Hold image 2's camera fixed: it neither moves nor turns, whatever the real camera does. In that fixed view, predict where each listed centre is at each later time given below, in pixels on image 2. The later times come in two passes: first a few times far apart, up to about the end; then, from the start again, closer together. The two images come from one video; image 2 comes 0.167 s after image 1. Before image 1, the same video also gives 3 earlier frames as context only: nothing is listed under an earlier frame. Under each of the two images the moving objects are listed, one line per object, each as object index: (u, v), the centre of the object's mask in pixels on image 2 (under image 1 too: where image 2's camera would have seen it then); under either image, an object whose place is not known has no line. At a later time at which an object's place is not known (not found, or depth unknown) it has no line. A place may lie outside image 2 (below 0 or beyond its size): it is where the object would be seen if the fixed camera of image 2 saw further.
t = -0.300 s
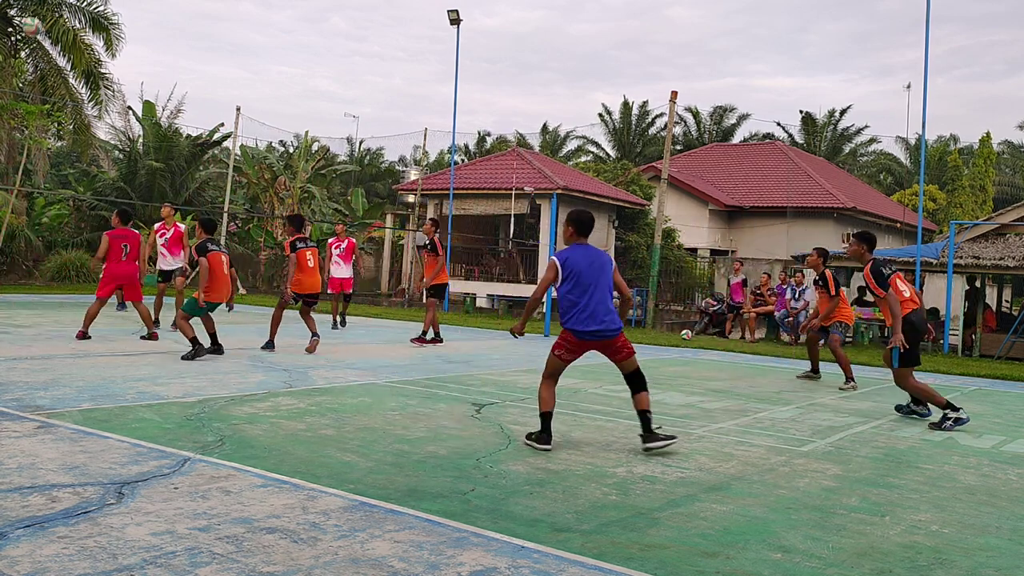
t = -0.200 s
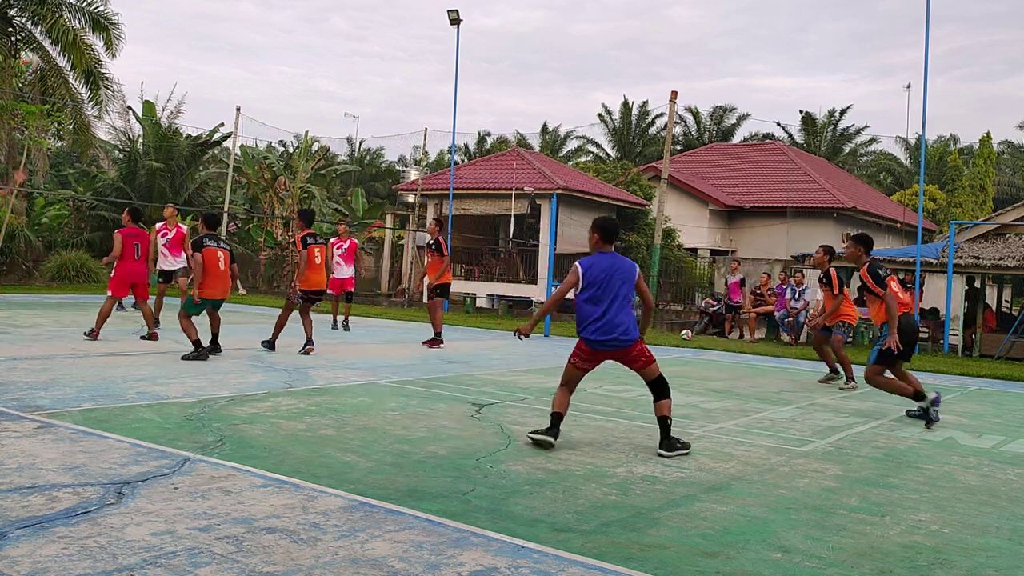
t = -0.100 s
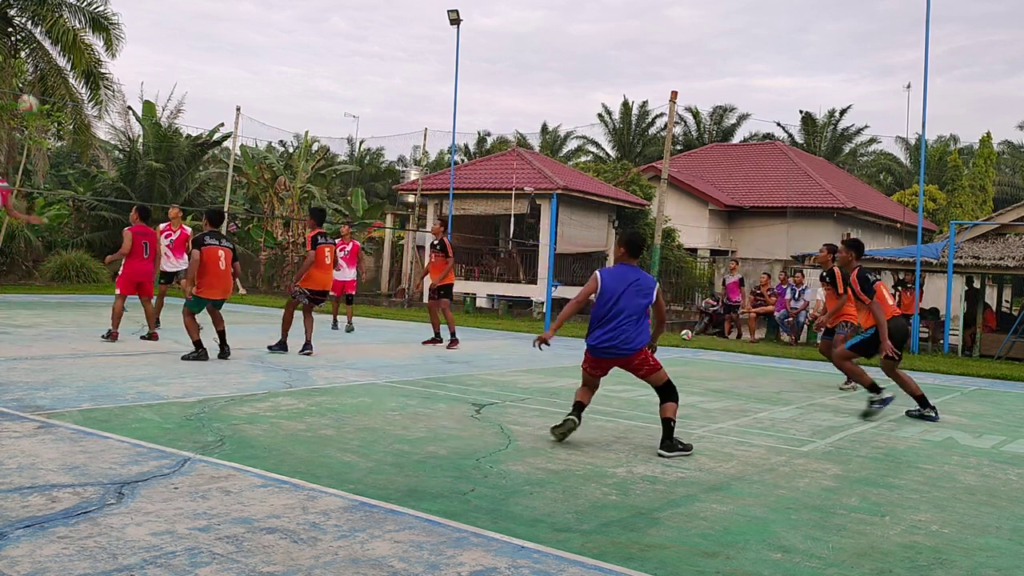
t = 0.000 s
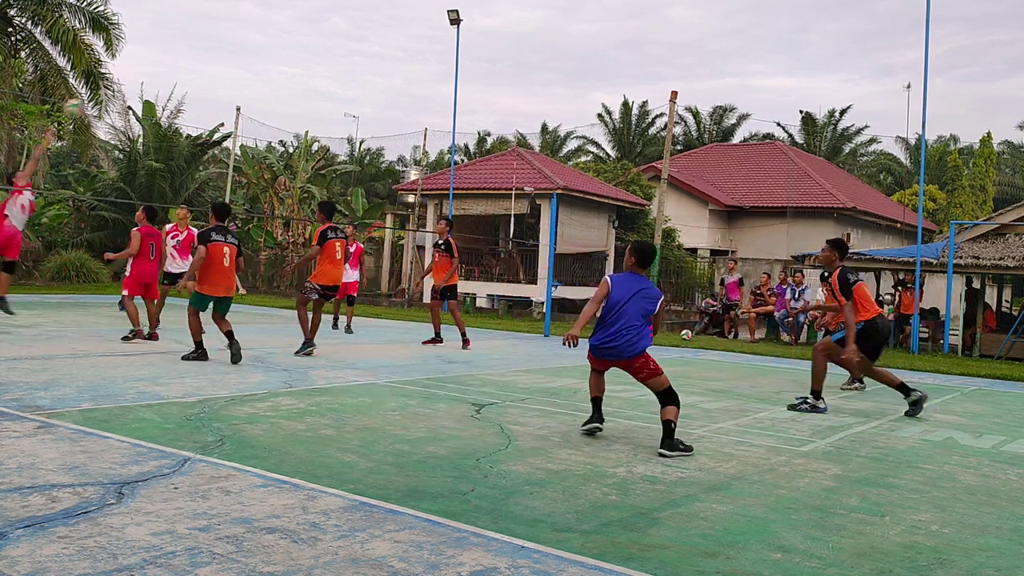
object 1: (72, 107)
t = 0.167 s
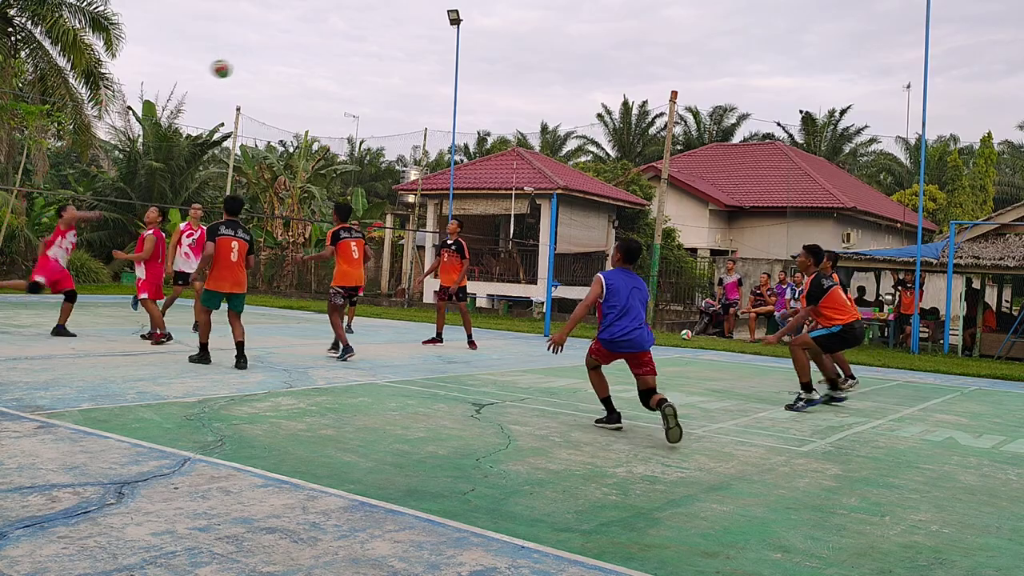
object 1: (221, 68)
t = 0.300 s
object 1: (341, 52)
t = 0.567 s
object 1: (586, 66)
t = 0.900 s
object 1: (916, 181)
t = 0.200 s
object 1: (250, 63)
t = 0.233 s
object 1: (280, 58)
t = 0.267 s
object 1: (310, 55)
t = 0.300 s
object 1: (341, 52)
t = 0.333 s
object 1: (370, 50)
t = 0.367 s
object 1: (401, 49)
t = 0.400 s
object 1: (432, 50)
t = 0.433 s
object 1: (463, 51)
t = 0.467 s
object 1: (493, 53)
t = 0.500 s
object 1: (524, 57)
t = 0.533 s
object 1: (555, 61)
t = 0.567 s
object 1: (586, 66)
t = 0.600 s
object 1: (618, 73)
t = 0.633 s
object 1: (650, 80)
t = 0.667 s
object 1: (682, 89)
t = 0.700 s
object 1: (715, 98)
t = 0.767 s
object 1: (781, 122)
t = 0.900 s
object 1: (916, 181)
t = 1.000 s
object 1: (1016, 243)
